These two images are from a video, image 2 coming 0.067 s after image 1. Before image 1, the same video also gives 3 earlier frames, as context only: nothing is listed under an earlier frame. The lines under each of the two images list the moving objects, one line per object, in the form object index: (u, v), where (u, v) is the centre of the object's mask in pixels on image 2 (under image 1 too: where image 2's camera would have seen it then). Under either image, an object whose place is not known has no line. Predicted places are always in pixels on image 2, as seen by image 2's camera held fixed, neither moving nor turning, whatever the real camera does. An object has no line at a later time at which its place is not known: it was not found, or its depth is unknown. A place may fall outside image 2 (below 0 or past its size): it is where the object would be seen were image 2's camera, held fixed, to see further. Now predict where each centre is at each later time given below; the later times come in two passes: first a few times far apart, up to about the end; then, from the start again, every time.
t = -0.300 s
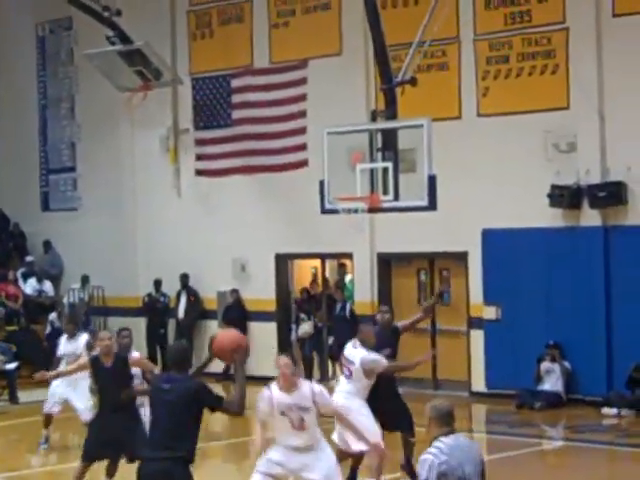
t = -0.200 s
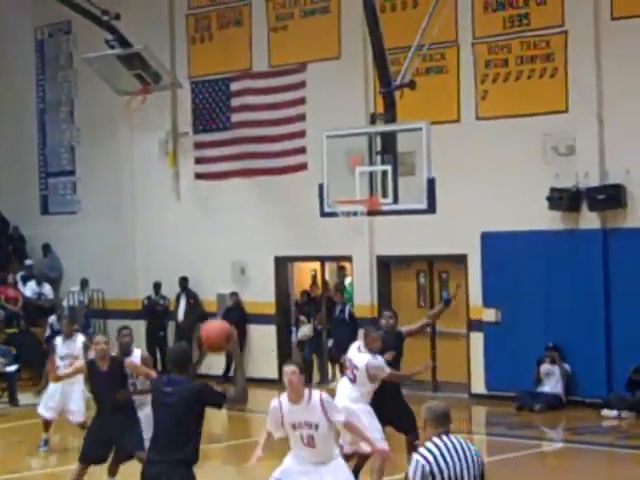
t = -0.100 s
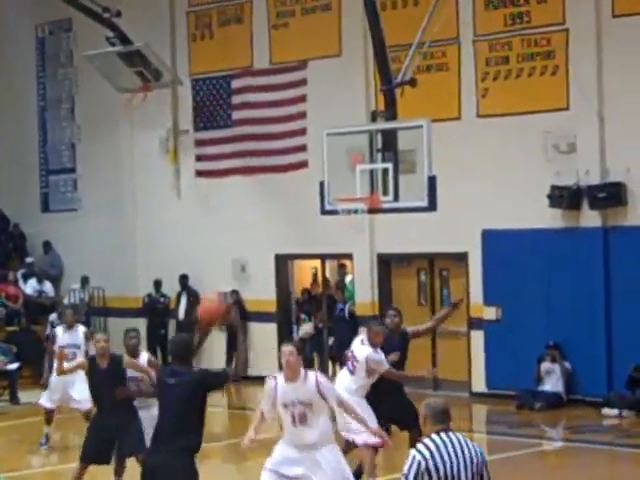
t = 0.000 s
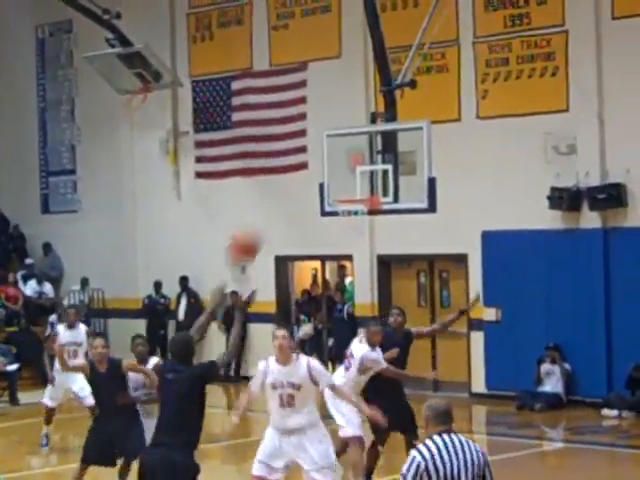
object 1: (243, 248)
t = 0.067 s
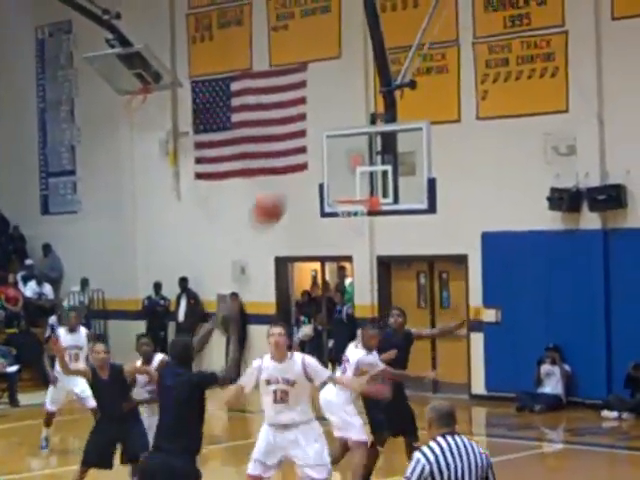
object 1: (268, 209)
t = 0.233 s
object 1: (322, 147)
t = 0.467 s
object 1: (384, 125)
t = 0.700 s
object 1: (437, 162)
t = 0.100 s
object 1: (280, 193)
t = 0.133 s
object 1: (291, 178)
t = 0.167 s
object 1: (302, 165)
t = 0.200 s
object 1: (312, 156)
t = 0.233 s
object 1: (322, 147)
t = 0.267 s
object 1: (333, 140)
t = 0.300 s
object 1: (341, 135)
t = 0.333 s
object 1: (350, 130)
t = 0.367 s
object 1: (359, 126)
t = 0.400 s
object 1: (368, 125)
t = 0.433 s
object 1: (376, 125)
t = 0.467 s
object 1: (384, 125)
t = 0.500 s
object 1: (393, 127)
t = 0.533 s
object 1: (401, 131)
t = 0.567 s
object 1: (408, 136)
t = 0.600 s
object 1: (416, 140)
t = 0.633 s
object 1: (423, 147)
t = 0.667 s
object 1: (430, 154)
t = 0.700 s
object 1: (437, 162)
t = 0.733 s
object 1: (444, 171)
